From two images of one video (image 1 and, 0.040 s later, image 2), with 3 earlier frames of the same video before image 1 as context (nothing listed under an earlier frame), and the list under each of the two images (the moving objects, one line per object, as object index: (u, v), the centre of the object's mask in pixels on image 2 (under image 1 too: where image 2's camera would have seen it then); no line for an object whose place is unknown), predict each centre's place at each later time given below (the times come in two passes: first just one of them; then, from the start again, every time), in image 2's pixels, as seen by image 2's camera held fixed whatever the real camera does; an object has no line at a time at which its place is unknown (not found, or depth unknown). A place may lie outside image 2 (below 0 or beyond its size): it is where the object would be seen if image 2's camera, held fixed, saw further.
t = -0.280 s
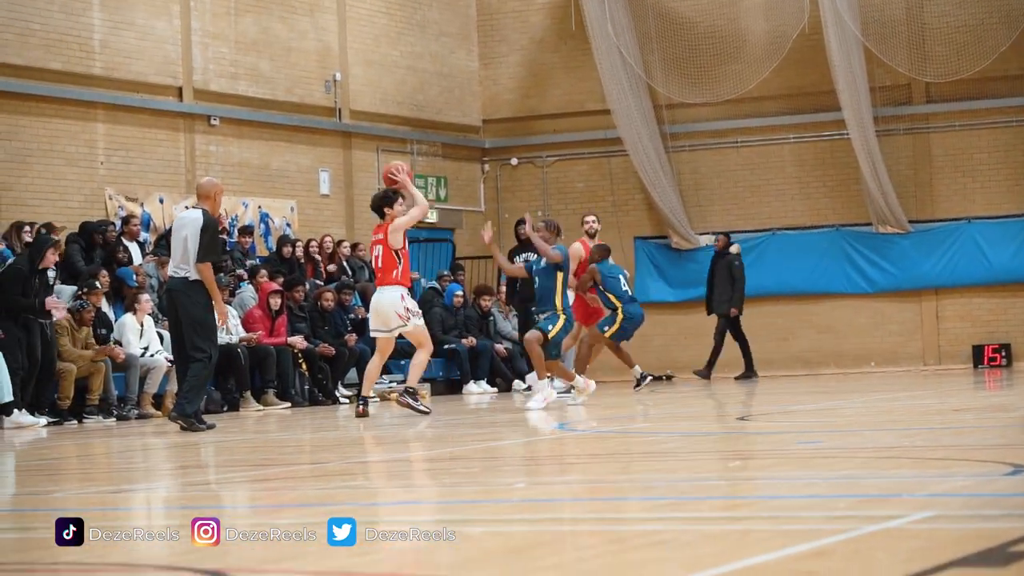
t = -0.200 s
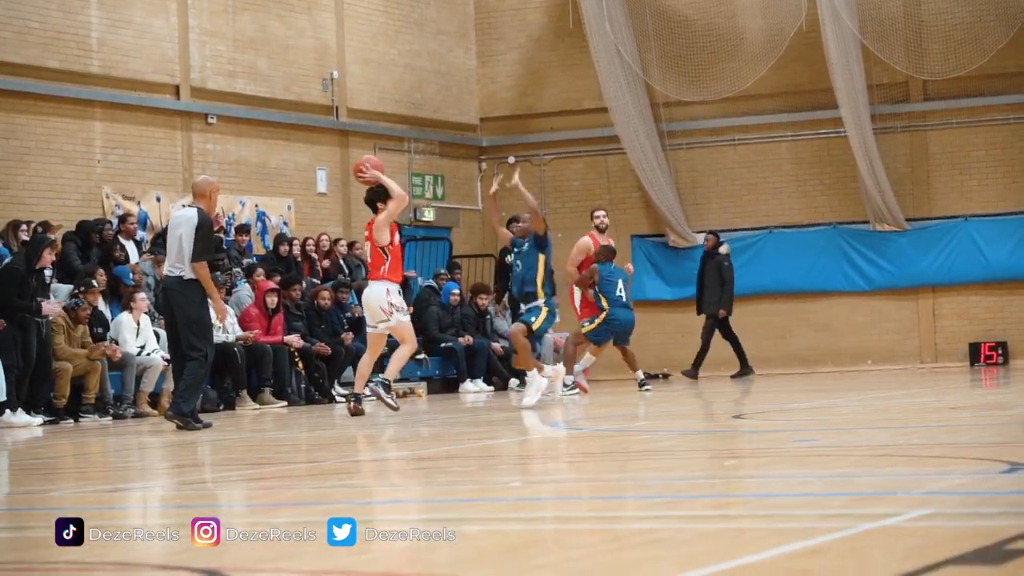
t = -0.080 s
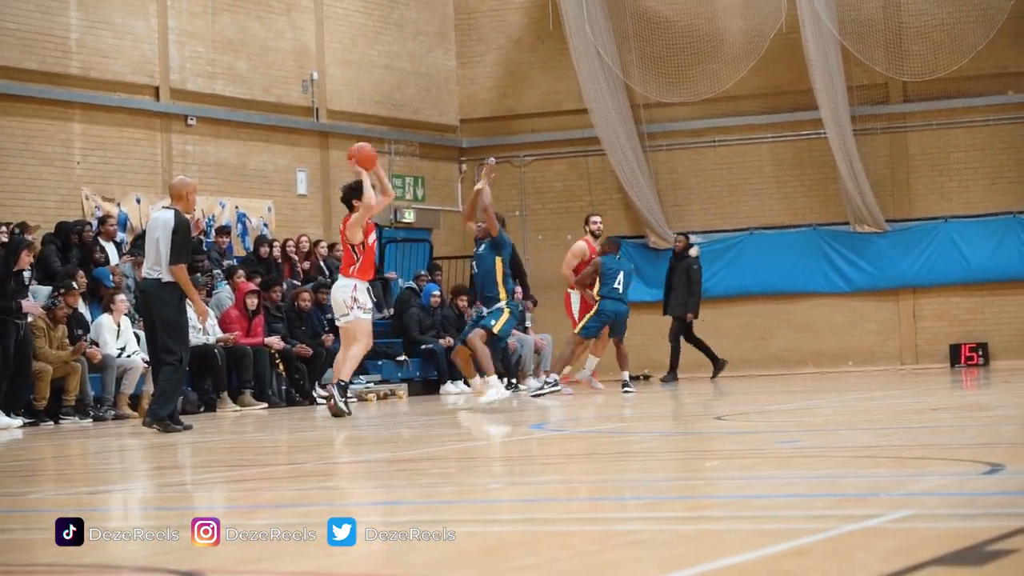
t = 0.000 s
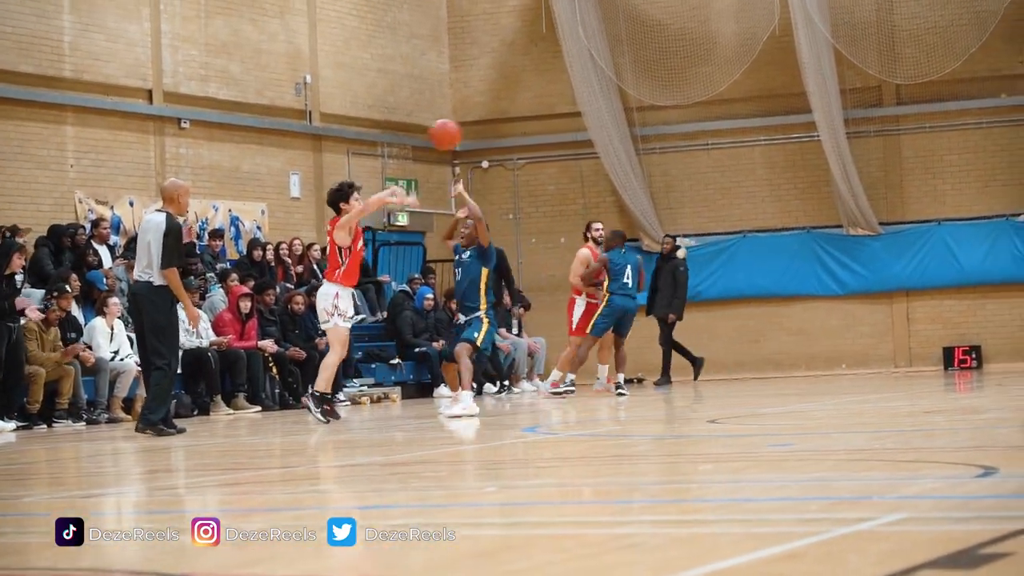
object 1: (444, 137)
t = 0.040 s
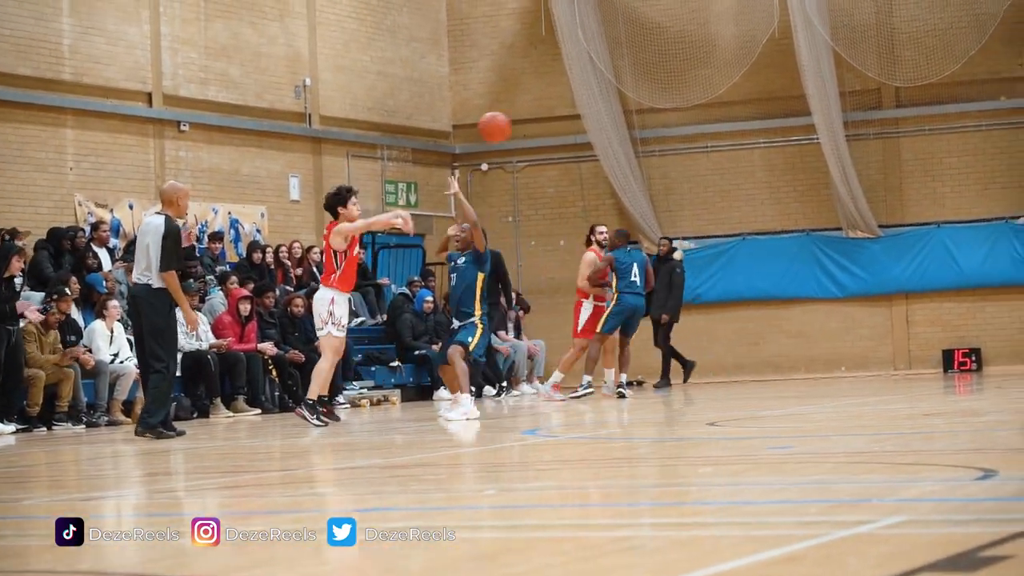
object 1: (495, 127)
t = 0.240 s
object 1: (760, 107)
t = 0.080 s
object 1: (546, 119)
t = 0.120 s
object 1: (597, 113)
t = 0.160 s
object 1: (650, 110)
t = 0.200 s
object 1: (705, 107)
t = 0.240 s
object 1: (760, 107)
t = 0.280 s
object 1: (817, 108)
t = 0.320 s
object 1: (875, 111)
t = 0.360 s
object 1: (934, 117)
